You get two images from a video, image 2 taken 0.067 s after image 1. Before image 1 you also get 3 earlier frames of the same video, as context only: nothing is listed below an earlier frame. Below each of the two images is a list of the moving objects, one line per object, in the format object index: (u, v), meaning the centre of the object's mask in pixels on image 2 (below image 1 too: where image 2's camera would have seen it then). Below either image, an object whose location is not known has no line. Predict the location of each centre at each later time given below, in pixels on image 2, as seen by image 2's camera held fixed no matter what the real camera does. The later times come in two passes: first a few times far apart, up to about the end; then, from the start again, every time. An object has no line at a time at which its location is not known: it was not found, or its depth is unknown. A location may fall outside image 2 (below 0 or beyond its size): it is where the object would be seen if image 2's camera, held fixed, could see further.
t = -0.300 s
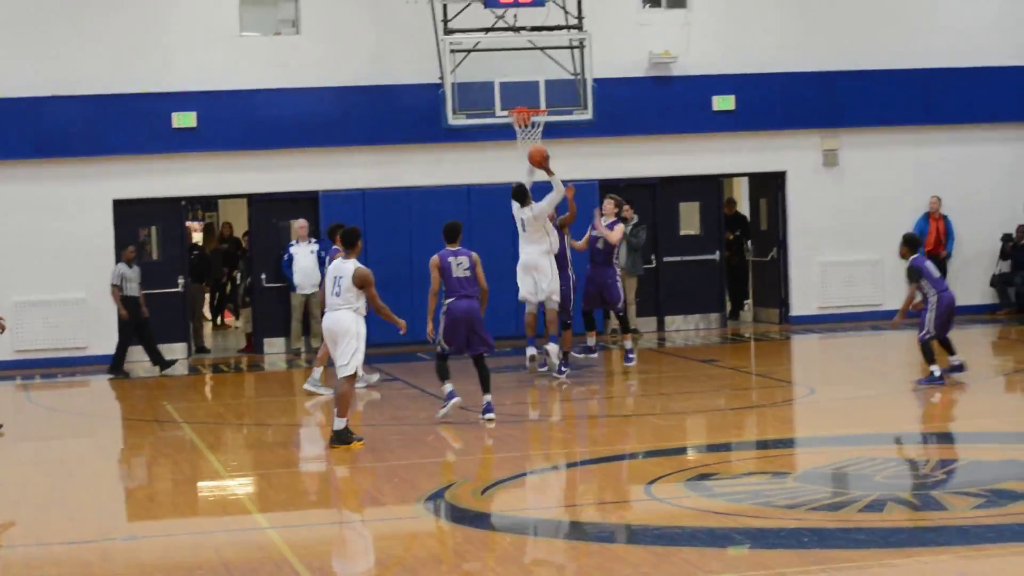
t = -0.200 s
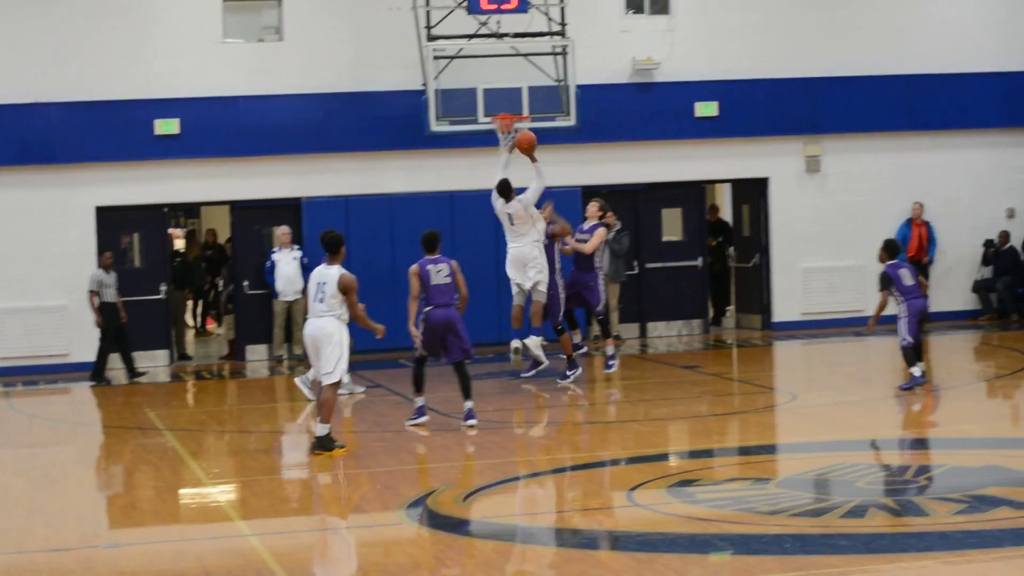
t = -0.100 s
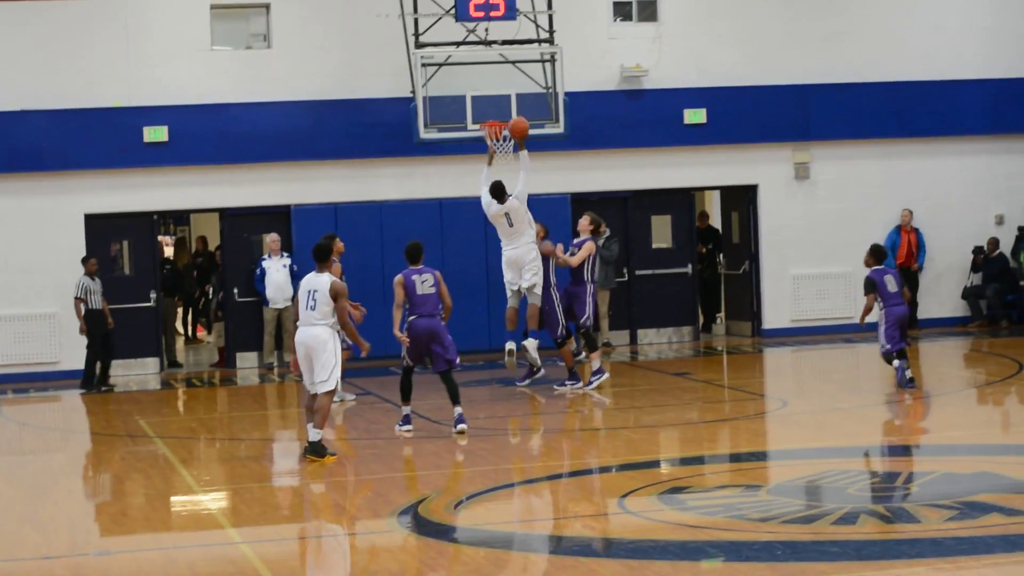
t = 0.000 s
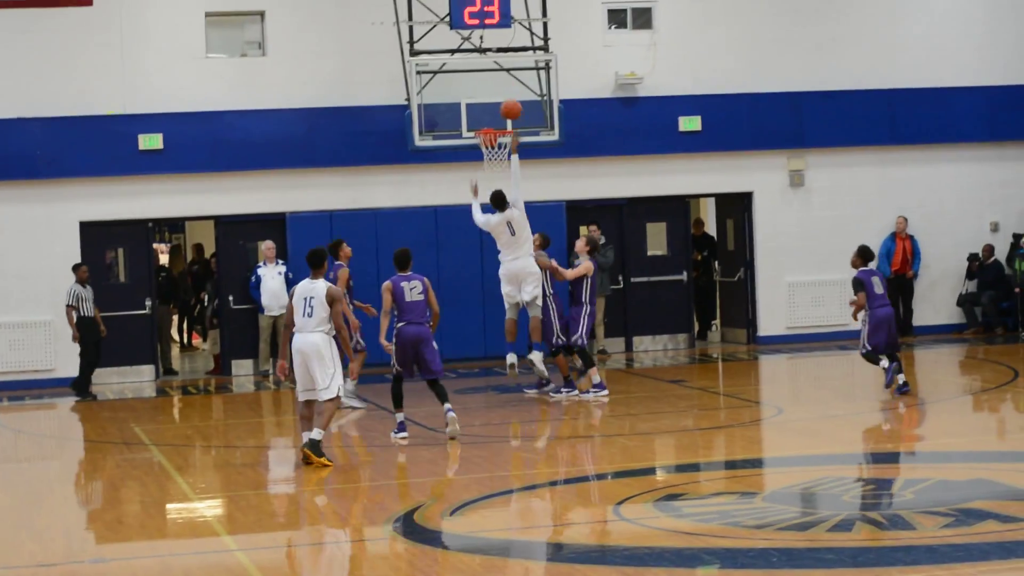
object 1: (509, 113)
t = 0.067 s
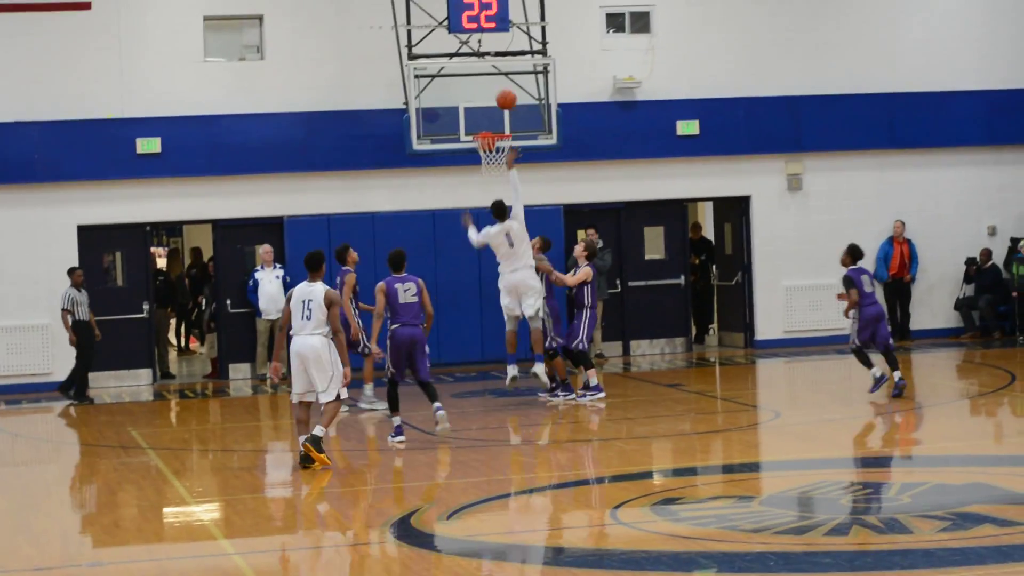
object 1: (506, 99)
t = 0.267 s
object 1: (499, 80)
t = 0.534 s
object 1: (493, 107)
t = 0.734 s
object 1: (491, 162)
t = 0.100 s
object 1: (504, 94)
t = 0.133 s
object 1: (503, 88)
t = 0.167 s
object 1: (502, 85)
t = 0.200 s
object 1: (501, 82)
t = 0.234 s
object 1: (500, 81)
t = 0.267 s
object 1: (499, 80)
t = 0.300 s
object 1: (498, 80)
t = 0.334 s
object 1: (497, 81)
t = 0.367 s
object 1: (496, 83)
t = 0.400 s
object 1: (495, 87)
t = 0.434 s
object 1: (494, 91)
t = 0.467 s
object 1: (493, 95)
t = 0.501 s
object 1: (493, 101)
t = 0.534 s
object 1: (493, 107)
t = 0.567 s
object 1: (492, 115)
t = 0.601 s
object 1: (491, 123)
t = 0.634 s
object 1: (490, 129)
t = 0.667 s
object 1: (490, 140)
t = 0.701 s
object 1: (490, 148)
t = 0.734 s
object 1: (491, 162)
